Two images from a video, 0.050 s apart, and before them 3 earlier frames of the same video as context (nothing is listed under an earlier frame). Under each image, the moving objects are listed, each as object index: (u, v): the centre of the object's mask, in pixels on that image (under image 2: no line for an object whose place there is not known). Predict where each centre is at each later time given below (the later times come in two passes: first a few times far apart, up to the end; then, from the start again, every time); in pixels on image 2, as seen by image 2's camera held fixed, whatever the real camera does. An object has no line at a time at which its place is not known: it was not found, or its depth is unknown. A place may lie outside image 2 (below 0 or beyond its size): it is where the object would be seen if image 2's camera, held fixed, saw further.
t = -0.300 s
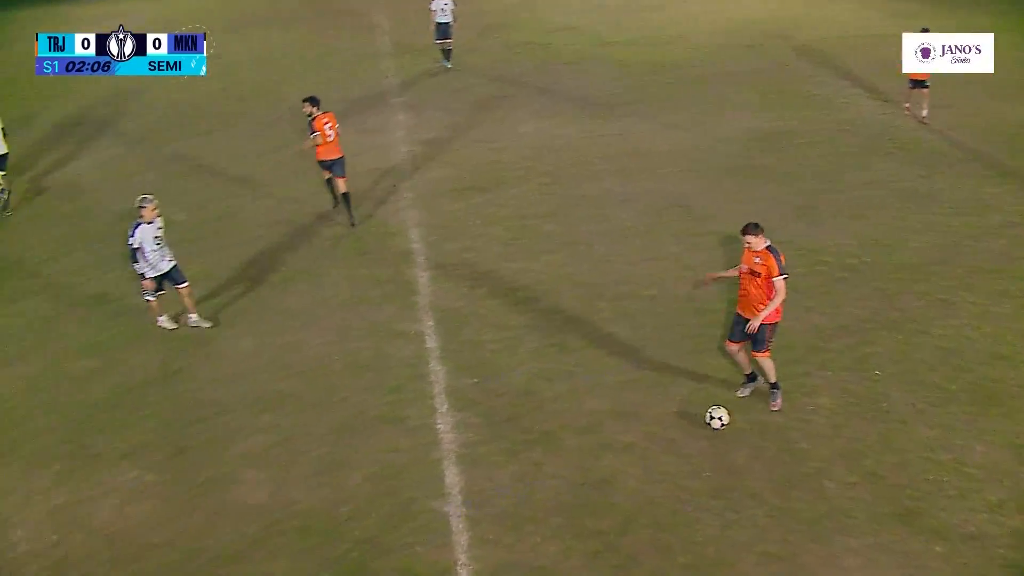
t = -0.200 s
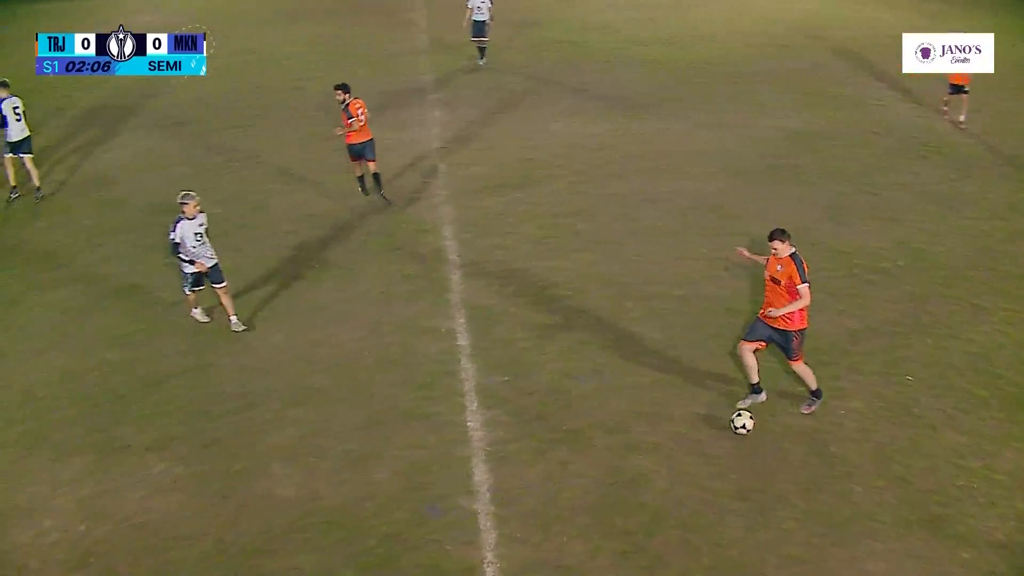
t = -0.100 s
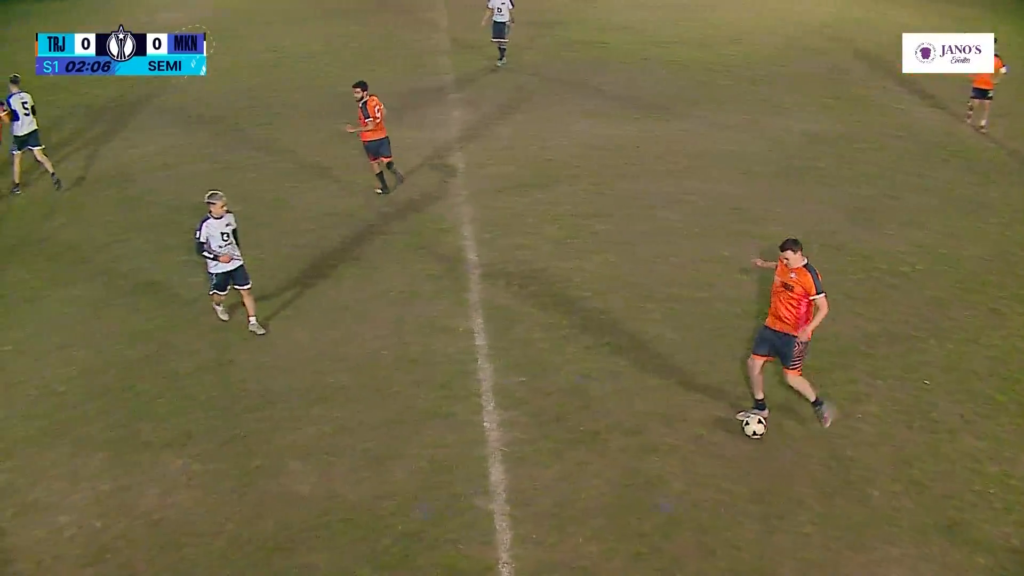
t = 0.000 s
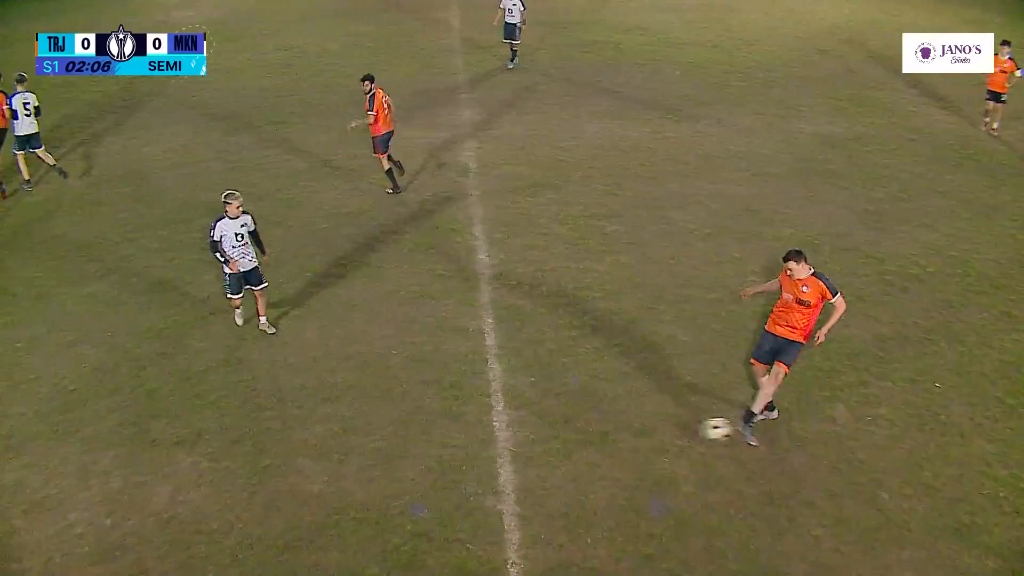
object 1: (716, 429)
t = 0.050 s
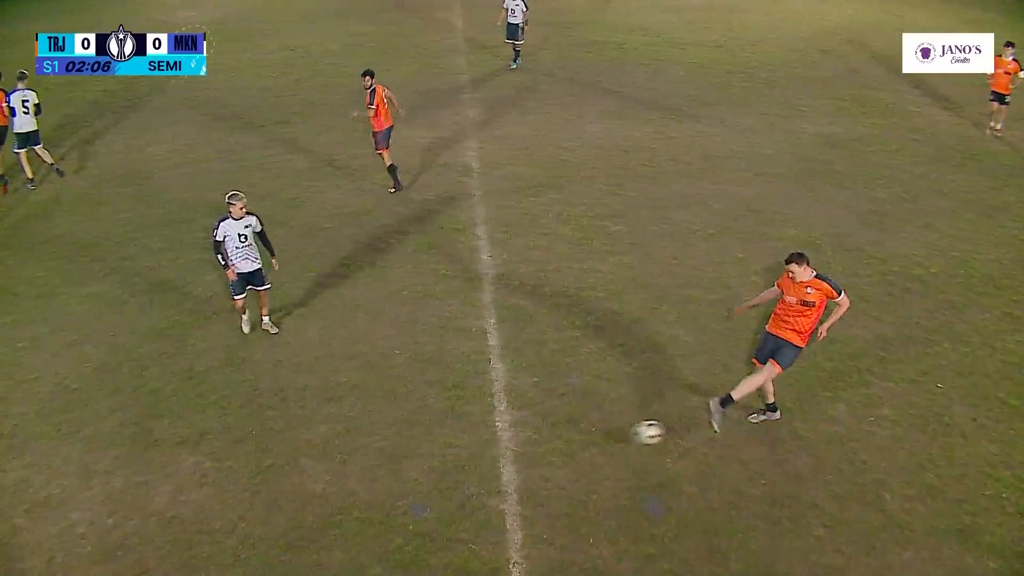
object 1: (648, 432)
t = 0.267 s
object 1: (335, 452)
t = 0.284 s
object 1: (314, 453)
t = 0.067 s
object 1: (624, 434)
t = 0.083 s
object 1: (600, 436)
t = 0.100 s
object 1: (575, 437)
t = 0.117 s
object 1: (549, 439)
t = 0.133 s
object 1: (526, 441)
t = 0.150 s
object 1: (500, 444)
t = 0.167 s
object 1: (473, 446)
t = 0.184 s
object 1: (451, 448)
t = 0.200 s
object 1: (428, 448)
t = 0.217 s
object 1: (404, 449)
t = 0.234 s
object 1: (382, 450)
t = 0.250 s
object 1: (359, 451)
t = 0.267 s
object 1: (335, 452)
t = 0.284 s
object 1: (314, 453)
